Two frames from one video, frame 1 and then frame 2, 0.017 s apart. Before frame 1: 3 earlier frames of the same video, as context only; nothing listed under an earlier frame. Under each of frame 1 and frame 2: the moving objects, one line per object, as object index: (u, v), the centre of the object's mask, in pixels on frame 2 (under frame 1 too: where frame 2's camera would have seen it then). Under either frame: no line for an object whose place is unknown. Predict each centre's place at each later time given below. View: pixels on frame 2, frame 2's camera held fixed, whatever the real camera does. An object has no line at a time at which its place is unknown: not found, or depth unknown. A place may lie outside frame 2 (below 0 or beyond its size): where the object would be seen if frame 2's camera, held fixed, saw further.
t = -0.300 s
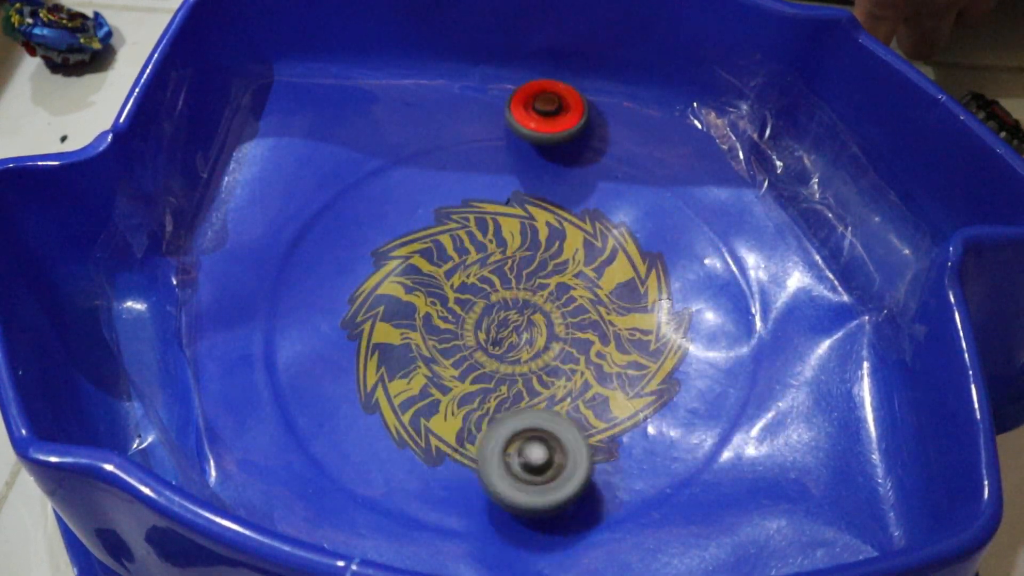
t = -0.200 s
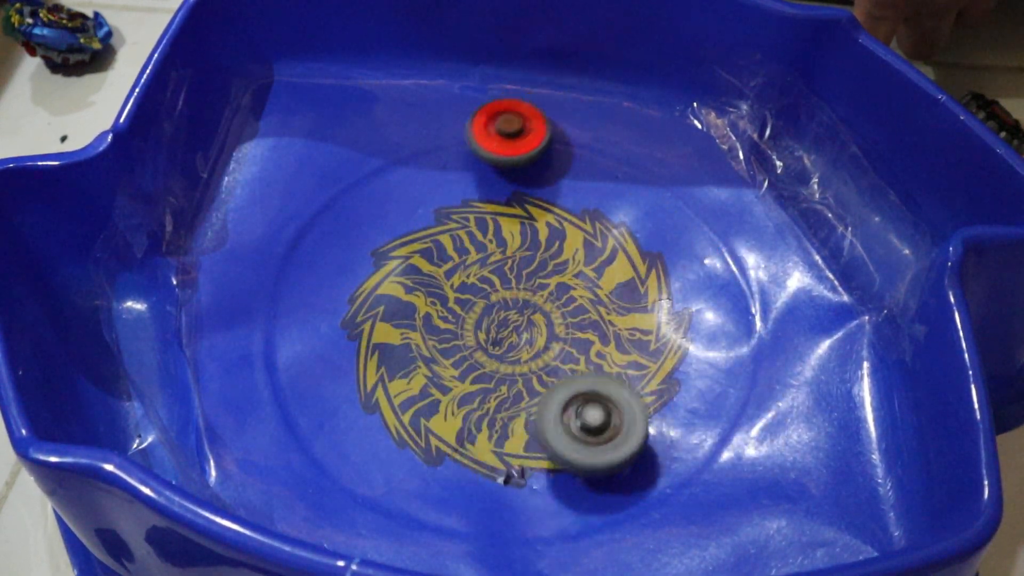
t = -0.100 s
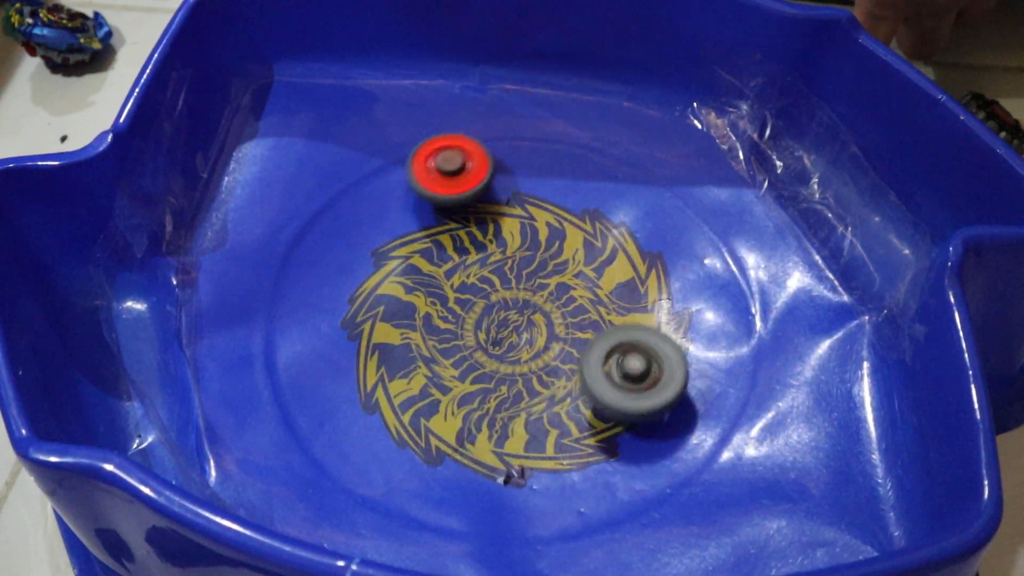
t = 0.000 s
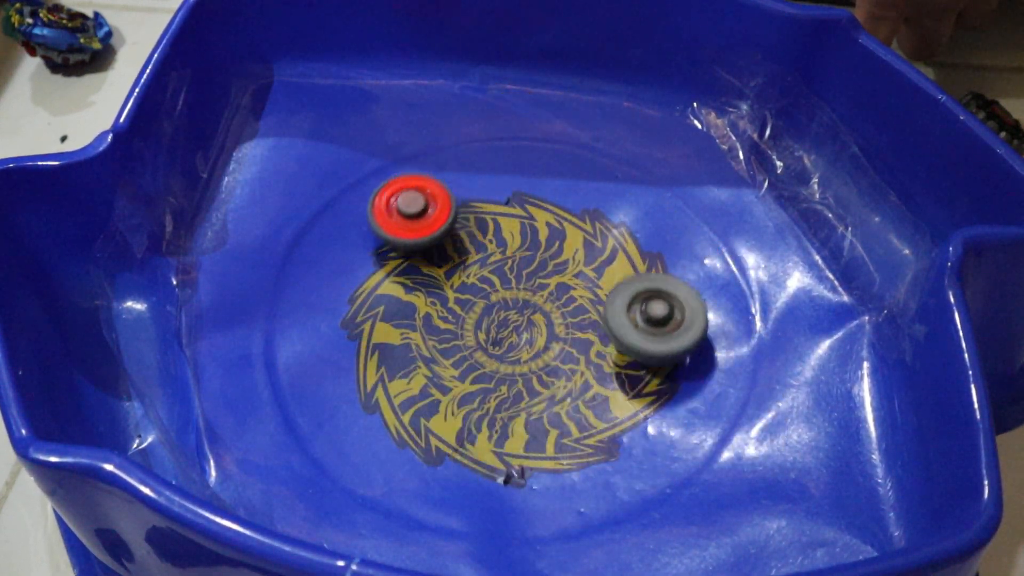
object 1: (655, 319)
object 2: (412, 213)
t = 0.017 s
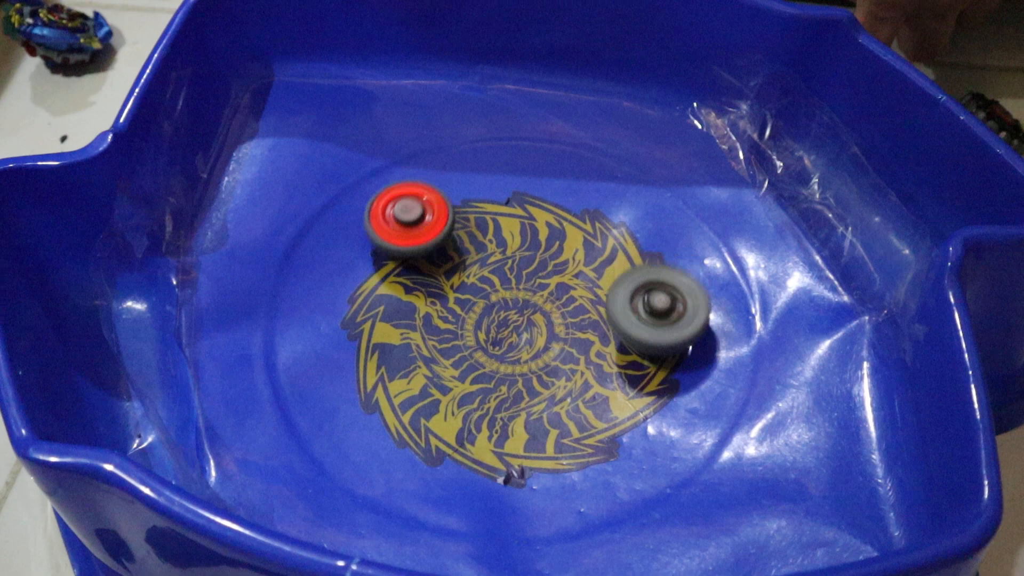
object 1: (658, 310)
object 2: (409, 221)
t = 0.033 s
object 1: (660, 300)
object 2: (407, 228)
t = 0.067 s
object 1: (660, 283)
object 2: (407, 243)
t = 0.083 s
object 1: (659, 273)
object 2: (408, 250)
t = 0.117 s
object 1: (656, 257)
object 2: (412, 263)
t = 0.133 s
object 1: (654, 250)
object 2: (415, 270)
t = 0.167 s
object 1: (647, 238)
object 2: (422, 282)
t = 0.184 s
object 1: (642, 233)
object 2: (427, 290)
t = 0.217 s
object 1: (632, 223)
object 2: (436, 303)
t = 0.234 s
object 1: (626, 219)
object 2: (439, 307)
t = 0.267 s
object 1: (615, 209)
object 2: (449, 318)
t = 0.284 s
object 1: (609, 203)
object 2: (453, 324)
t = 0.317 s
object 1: (599, 195)
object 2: (463, 333)
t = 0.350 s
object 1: (589, 189)
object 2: (472, 340)
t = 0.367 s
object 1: (583, 186)
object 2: (476, 344)
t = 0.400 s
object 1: (571, 182)
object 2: (486, 349)
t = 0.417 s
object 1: (564, 180)
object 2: (491, 351)
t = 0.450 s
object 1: (551, 178)
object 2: (499, 354)
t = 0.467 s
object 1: (546, 178)
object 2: (505, 358)
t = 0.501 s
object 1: (533, 178)
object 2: (515, 361)
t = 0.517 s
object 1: (526, 178)
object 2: (519, 361)
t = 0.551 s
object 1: (513, 180)
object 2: (531, 364)
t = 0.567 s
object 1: (507, 181)
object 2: (535, 362)
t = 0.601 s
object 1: (495, 184)
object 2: (546, 362)
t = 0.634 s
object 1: (484, 188)
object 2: (557, 360)
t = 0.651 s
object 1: (479, 191)
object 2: (563, 358)
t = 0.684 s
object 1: (472, 197)
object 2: (573, 353)
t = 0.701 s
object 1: (469, 200)
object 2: (578, 351)
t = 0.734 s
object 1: (464, 206)
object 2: (590, 344)
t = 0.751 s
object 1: (461, 209)
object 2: (594, 340)
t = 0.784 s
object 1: (457, 217)
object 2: (604, 334)
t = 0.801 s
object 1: (455, 221)
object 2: (611, 331)
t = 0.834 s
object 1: (453, 228)
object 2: (621, 324)
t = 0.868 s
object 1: (452, 236)
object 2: (631, 314)
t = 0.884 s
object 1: (452, 240)
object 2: (636, 310)
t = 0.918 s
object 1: (453, 246)
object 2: (642, 299)
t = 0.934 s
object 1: (455, 250)
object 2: (645, 295)
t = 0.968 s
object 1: (458, 258)
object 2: (646, 281)
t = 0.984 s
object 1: (460, 263)
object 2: (646, 274)
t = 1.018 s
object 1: (464, 271)
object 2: (644, 265)
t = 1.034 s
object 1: (466, 275)
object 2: (643, 263)
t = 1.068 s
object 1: (471, 282)
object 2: (638, 257)
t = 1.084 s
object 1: (474, 286)
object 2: (636, 255)
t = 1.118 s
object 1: (478, 292)
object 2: (630, 250)
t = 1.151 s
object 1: (484, 298)
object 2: (621, 244)
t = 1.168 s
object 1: (487, 301)
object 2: (616, 242)
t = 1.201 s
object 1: (492, 306)
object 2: (605, 237)
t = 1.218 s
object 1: (495, 309)
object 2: (600, 234)
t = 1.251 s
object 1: (501, 316)
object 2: (590, 230)
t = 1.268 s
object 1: (503, 320)
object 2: (587, 230)
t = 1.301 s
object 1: (509, 326)
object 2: (578, 228)
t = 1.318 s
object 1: (514, 327)
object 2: (572, 228)
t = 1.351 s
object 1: (523, 329)
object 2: (558, 228)
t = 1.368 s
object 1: (528, 330)
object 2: (551, 230)
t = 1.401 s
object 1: (536, 330)
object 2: (539, 234)
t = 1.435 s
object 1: (542, 329)
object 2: (532, 239)
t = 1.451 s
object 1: (545, 329)
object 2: (529, 242)
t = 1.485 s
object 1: (553, 328)
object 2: (524, 247)
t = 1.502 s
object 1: (557, 327)
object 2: (521, 249)
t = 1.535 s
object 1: (563, 324)
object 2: (516, 255)
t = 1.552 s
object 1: (565, 323)
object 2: (514, 259)
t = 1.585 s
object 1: (592, 353)
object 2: (488, 222)
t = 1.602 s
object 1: (606, 372)
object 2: (471, 199)
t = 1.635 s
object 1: (630, 394)
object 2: (445, 162)
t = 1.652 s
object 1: (641, 405)
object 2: (432, 145)
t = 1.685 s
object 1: (662, 421)
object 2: (409, 118)
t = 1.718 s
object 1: (677, 429)
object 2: (390, 101)
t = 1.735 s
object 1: (684, 431)
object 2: (380, 94)
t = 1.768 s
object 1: (695, 429)
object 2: (364, 90)
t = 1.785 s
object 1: (700, 425)
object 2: (357, 90)
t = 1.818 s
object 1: (709, 416)
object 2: (345, 97)
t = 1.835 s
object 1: (713, 410)
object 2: (340, 103)
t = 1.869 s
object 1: (717, 395)
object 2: (331, 117)
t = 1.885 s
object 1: (719, 388)
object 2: (327, 126)
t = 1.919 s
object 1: (720, 371)
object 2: (321, 147)
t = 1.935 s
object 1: (719, 362)
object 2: (318, 159)
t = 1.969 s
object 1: (716, 345)
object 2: (314, 186)
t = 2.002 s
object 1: (713, 327)
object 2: (314, 216)
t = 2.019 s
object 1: (710, 319)
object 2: (316, 234)
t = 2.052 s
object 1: (703, 306)
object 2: (322, 270)
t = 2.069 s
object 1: (698, 299)
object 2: (326, 287)
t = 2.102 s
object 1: (688, 287)
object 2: (334, 314)
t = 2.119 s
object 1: (683, 281)
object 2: (341, 329)
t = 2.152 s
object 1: (673, 270)
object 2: (354, 353)
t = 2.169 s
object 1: (668, 265)
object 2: (360, 364)
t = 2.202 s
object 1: (659, 257)
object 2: (372, 380)
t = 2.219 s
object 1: (654, 255)
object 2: (379, 387)
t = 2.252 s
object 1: (646, 254)
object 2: (394, 398)
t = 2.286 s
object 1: (639, 255)
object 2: (413, 407)
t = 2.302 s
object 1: (635, 256)
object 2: (423, 410)
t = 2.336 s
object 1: (625, 259)
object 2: (445, 415)
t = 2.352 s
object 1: (621, 261)
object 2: (457, 418)
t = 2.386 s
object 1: (611, 263)
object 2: (483, 418)
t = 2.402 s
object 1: (606, 265)
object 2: (495, 419)
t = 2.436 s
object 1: (597, 268)
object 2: (522, 416)
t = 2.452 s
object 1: (592, 269)
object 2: (535, 413)
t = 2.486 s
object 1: (584, 273)
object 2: (560, 401)
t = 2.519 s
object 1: (579, 278)
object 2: (579, 388)
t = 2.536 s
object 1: (577, 279)
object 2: (590, 381)
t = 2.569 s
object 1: (572, 283)
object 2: (606, 365)
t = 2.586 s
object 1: (568, 282)
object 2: (615, 362)
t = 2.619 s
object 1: (563, 284)
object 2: (631, 352)
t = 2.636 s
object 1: (560, 285)
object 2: (637, 346)
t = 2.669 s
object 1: (554, 288)
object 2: (648, 331)
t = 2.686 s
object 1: (551, 289)
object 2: (654, 323)
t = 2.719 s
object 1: (545, 294)
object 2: (663, 304)
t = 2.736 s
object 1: (542, 295)
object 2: (665, 295)
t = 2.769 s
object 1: (537, 301)
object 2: (667, 277)
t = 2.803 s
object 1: (532, 305)
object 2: (667, 258)
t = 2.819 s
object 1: (530, 307)
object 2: (665, 251)
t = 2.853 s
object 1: (524, 311)
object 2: (660, 239)
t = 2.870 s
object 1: (521, 314)
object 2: (657, 235)
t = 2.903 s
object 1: (517, 316)
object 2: (651, 227)
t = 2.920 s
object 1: (515, 317)
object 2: (647, 224)
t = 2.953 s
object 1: (512, 319)
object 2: (638, 219)
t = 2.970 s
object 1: (511, 320)
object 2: (633, 216)
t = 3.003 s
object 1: (511, 325)
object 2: (626, 211)
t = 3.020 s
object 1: (510, 326)
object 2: (621, 207)
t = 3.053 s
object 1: (508, 329)
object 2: (611, 199)
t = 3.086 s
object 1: (504, 334)
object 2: (599, 191)
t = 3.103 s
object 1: (502, 336)
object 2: (591, 188)
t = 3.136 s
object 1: (496, 341)
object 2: (574, 185)
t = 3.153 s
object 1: (493, 344)
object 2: (566, 184)
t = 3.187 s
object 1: (487, 350)
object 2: (550, 184)
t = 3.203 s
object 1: (485, 352)
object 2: (543, 184)
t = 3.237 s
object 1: (481, 355)
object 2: (528, 188)
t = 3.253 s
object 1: (479, 358)
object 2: (521, 191)
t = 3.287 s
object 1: (475, 362)
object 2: (506, 197)
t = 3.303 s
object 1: (473, 364)
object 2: (500, 202)
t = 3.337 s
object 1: (470, 367)
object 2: (489, 209)
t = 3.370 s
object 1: (468, 371)
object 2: (480, 220)
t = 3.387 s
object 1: (467, 372)
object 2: (476, 226)
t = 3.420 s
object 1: (466, 373)
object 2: (471, 234)
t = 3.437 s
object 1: (465, 374)
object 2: (469, 239)
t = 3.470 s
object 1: (465, 375)
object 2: (466, 249)
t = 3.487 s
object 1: (464, 376)
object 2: (465, 253)
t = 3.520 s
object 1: (463, 378)
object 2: (464, 263)
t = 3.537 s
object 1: (462, 379)
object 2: (465, 269)
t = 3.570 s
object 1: (462, 381)
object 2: (465, 281)
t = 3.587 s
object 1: (462, 381)
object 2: (466, 287)
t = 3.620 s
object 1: (462, 382)
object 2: (468, 298)
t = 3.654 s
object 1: (461, 398)
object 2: (475, 291)
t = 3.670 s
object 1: (458, 413)
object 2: (481, 276)
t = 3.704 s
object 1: (458, 434)
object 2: (494, 250)
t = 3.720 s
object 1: (458, 440)
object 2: (499, 240)
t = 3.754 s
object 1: (463, 450)
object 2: (509, 223)
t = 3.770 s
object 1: (467, 453)
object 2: (513, 218)
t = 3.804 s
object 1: (479, 457)
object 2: (517, 210)
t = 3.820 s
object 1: (487, 458)
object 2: (518, 209)
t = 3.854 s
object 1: (502, 459)
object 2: (517, 208)
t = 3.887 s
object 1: (510, 456)
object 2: (514, 209)
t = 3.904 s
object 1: (514, 455)
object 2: (512, 210)
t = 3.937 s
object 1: (521, 451)
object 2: (506, 213)
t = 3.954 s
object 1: (523, 448)
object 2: (503, 214)
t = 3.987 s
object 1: (527, 442)
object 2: (497, 218)
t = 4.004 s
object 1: (530, 439)
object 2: (495, 220)
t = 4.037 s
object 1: (533, 432)
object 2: (493, 223)
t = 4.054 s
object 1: (535, 429)
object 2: (492, 225)
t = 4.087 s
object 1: (537, 422)
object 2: (490, 231)
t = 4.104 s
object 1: (539, 418)
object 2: (489, 233)
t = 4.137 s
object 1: (541, 411)
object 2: (488, 241)
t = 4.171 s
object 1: (544, 401)
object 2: (488, 249)
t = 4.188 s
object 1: (544, 397)
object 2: (488, 252)
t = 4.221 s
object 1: (544, 387)
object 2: (489, 261)
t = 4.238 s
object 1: (544, 382)
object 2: (491, 265)
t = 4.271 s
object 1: (542, 373)
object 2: (495, 274)
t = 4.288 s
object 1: (540, 369)
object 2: (497, 277)
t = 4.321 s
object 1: (537, 362)
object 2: (501, 284)
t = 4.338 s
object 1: (535, 365)
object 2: (503, 281)
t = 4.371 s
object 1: (543, 449)
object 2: (500, 180)
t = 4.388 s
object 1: (546, 486)
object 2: (497, 139)
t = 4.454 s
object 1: (569, 525)
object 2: (451, 34)
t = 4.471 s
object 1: (579, 501)
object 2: (438, 26)
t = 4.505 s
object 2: (412, 19)
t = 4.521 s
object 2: (399, 20)
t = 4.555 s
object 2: (380, 31)
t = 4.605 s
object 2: (357, 91)
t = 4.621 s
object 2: (350, 95)
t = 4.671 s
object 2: (333, 122)
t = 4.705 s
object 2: (326, 165)
